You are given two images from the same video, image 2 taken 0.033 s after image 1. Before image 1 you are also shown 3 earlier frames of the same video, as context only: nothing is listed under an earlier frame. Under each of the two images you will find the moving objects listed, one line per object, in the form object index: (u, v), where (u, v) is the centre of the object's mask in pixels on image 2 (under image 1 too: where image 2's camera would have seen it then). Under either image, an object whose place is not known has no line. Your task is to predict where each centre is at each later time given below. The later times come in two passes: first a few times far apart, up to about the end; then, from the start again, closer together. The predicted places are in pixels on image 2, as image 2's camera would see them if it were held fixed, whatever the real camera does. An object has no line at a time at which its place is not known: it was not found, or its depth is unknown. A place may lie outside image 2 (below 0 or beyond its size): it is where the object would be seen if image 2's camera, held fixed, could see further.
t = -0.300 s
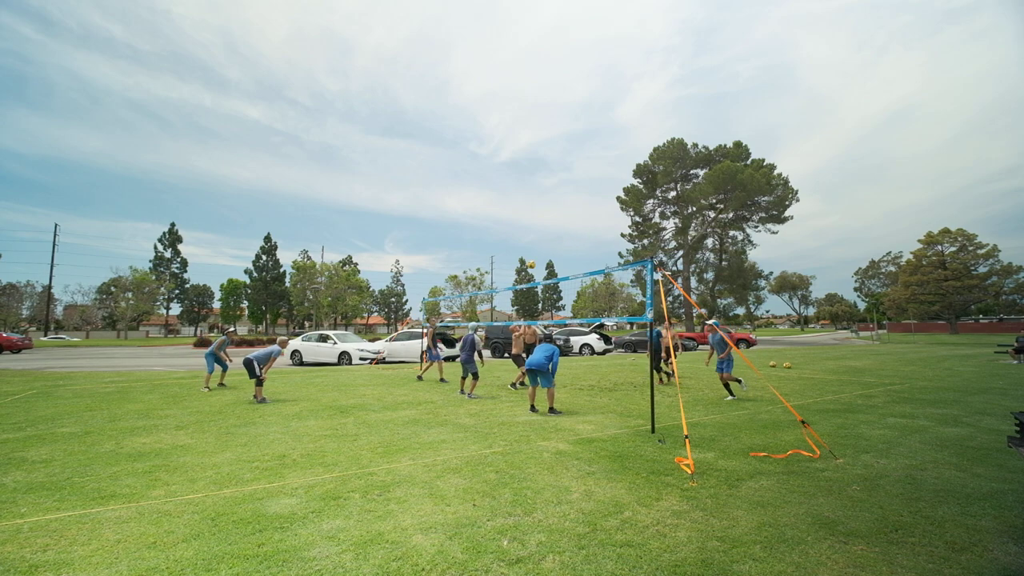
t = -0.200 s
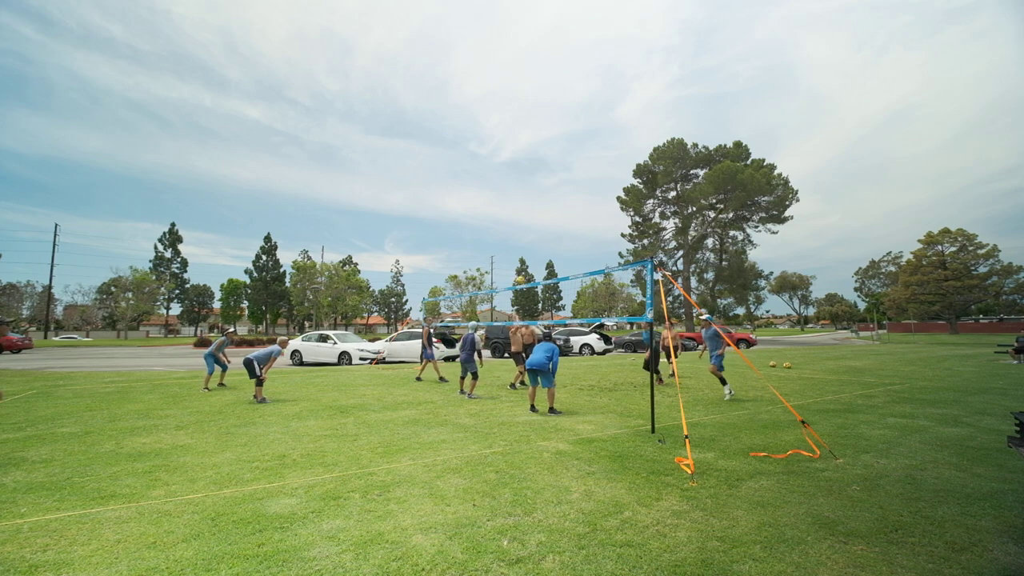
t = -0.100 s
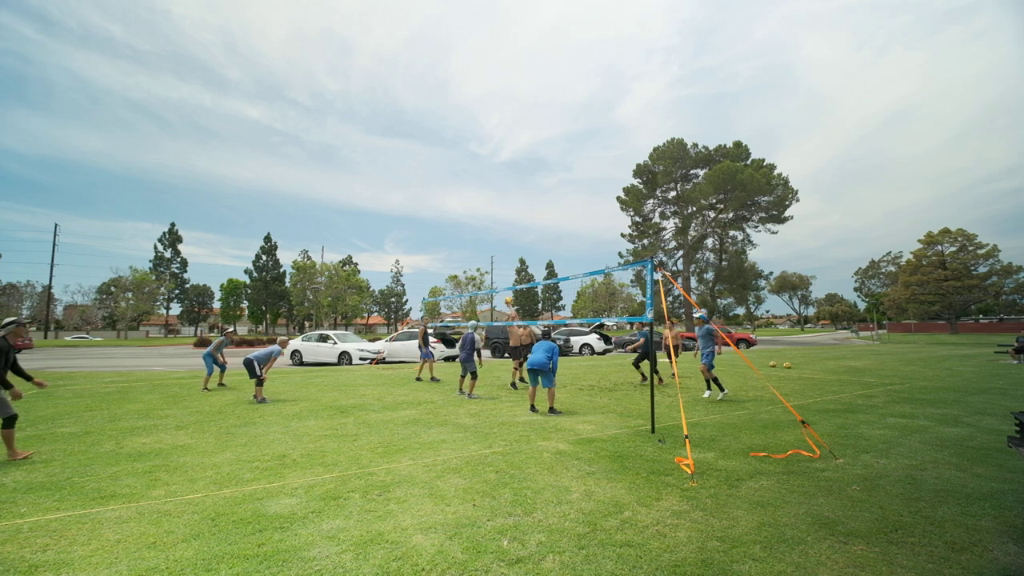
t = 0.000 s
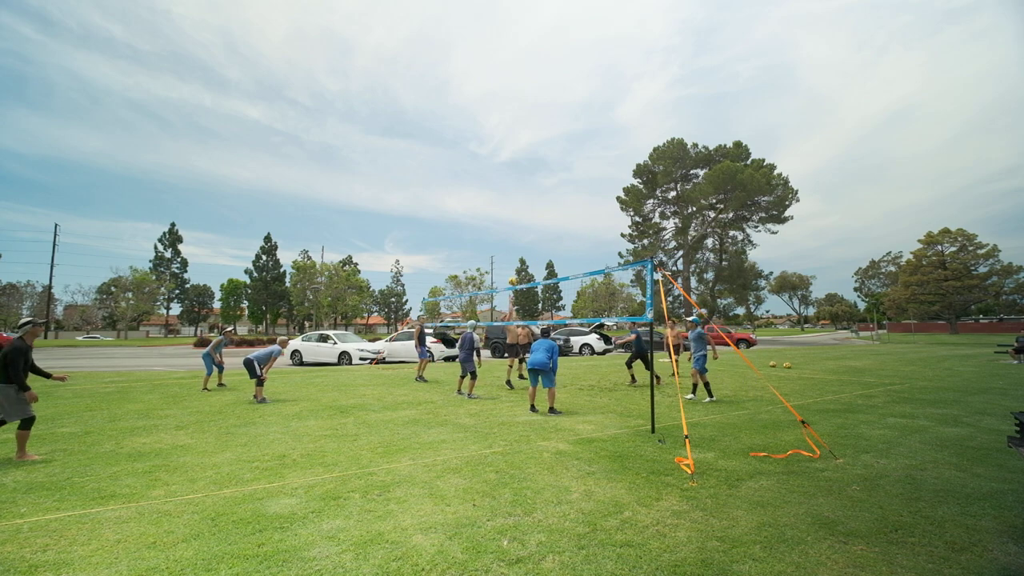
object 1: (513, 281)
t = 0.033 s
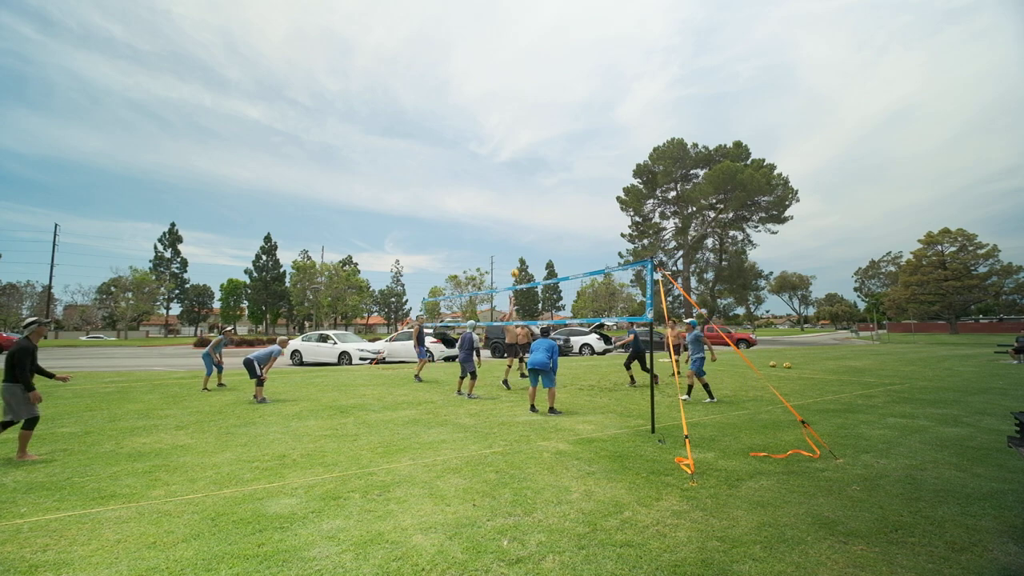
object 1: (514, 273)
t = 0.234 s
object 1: (530, 236)
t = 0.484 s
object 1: (550, 212)
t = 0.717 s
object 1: (569, 211)
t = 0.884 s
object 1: (583, 224)
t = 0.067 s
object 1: (518, 265)
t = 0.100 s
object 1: (520, 260)
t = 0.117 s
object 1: (521, 256)
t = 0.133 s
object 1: (523, 253)
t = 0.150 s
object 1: (524, 250)
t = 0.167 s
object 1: (525, 247)
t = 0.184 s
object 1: (526, 244)
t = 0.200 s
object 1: (528, 241)
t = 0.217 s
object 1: (529, 239)
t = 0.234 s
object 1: (530, 236)
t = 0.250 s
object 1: (531, 234)
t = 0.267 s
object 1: (533, 231)
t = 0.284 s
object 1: (535, 230)
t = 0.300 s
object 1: (536, 227)
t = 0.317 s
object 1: (537, 225)
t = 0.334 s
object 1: (538, 224)
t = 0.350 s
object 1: (539, 222)
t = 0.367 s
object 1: (541, 220)
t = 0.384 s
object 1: (542, 219)
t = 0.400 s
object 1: (543, 217)
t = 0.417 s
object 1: (545, 216)
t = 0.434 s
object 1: (545, 215)
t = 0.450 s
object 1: (547, 213)
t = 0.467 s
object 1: (548, 212)
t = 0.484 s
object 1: (550, 212)
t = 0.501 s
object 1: (551, 211)
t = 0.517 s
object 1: (552, 210)
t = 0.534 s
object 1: (554, 210)
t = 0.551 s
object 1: (556, 210)
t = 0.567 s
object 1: (557, 209)
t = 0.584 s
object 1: (558, 209)
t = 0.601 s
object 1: (559, 209)
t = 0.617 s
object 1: (561, 209)
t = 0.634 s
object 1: (562, 209)
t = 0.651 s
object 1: (563, 209)
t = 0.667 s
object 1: (565, 210)
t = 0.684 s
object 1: (566, 210)
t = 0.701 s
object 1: (568, 210)
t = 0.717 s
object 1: (569, 211)
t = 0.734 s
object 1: (571, 212)
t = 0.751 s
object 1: (572, 213)
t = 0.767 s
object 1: (573, 214)
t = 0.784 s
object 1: (574, 215)
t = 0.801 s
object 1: (576, 216)
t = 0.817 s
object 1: (578, 218)
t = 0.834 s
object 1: (579, 219)
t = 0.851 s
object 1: (580, 221)
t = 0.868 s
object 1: (582, 223)
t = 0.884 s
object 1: (583, 224)
